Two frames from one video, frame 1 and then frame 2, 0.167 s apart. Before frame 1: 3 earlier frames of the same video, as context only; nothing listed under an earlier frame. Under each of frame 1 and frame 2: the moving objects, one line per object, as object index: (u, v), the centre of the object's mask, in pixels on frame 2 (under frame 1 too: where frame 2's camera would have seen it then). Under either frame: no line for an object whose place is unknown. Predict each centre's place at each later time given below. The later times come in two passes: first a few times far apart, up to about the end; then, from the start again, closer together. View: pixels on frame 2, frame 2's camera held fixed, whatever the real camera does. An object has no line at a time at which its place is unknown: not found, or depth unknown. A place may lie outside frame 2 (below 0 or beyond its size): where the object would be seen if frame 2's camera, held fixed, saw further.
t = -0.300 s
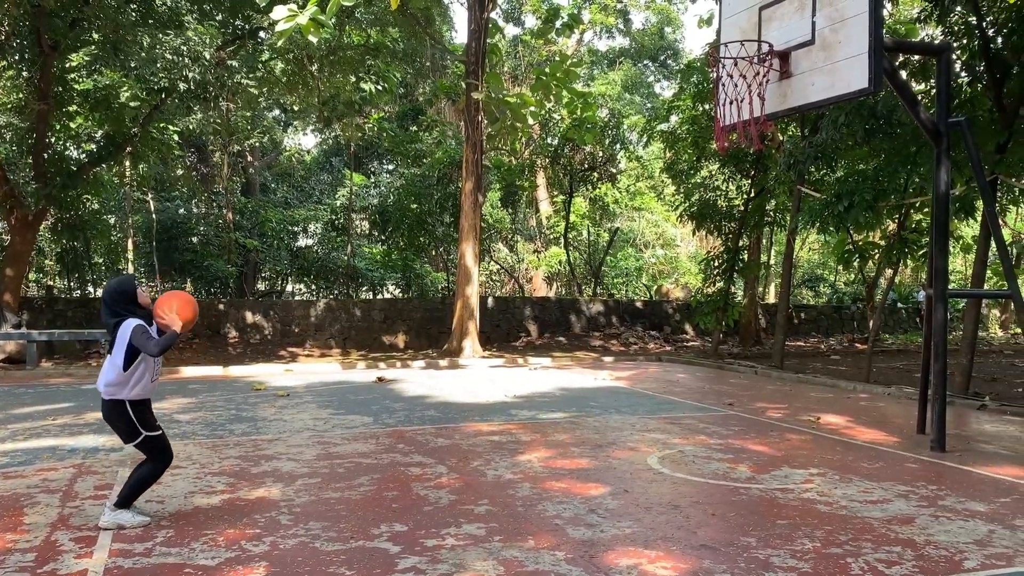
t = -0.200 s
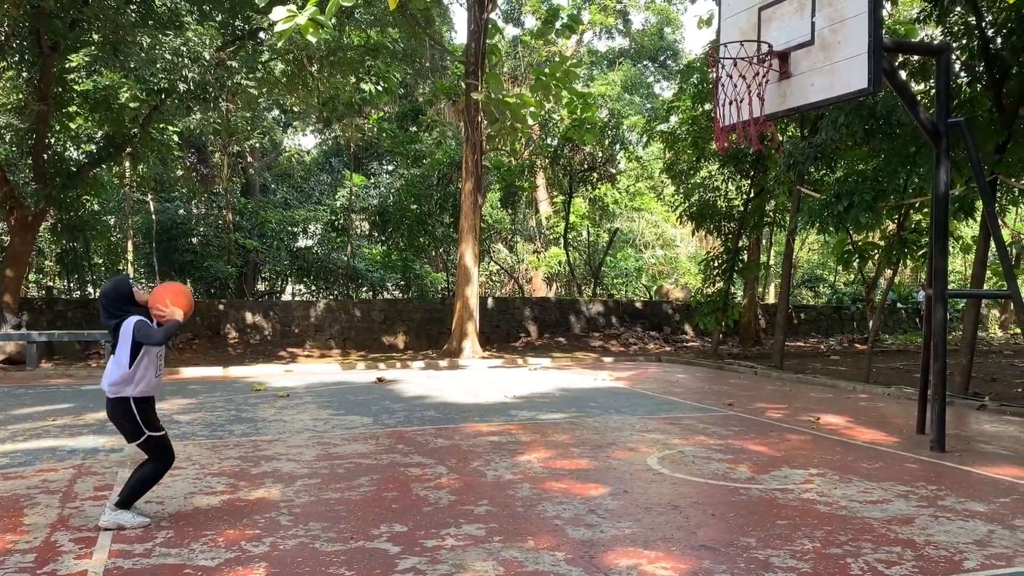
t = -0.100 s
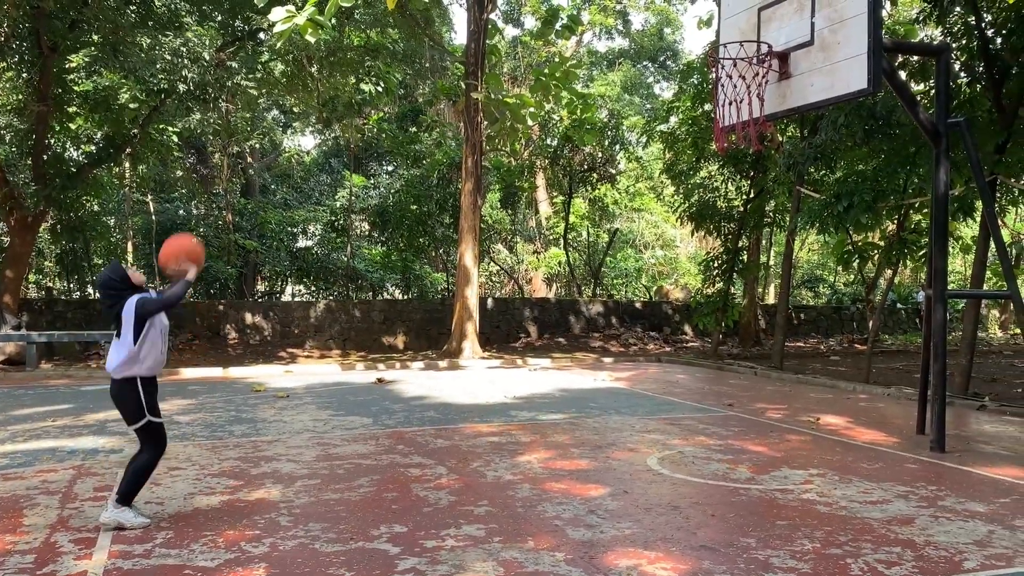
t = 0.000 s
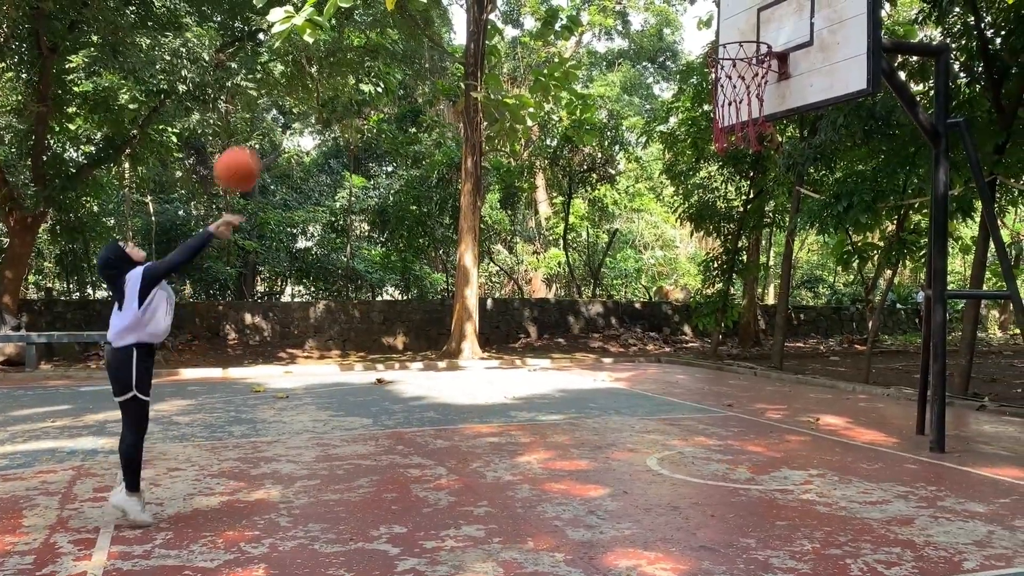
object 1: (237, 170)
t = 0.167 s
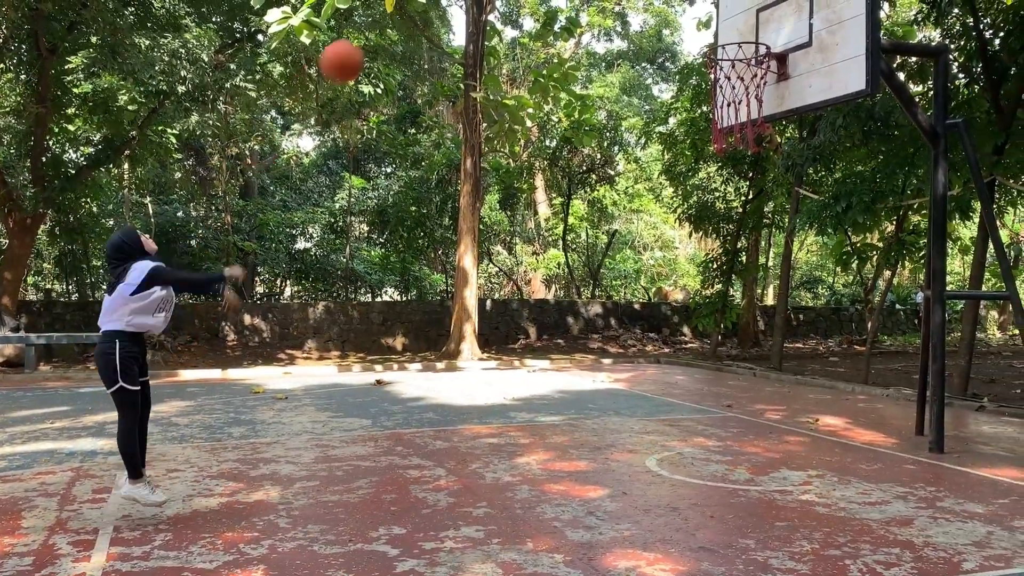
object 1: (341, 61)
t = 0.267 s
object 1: (401, 21)
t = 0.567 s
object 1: (560, 7)
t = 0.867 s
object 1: (699, 113)
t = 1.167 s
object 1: (821, 336)
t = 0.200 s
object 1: (362, 46)
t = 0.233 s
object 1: (381, 33)
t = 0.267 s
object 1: (401, 21)
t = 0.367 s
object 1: (457, 7)
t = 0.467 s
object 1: (510, 4)
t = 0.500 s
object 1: (526, 4)
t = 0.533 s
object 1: (543, 5)
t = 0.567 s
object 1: (560, 7)
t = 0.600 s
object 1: (577, 9)
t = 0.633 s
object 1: (592, 15)
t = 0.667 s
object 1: (609, 24)
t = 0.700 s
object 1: (624, 36)
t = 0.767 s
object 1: (654, 62)
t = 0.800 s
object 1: (670, 77)
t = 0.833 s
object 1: (685, 95)
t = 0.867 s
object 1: (699, 113)
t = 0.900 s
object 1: (713, 134)
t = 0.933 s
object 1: (727, 153)
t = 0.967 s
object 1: (742, 176)
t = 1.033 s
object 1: (767, 223)
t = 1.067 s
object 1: (782, 250)
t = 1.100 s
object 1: (795, 278)
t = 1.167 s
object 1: (821, 336)
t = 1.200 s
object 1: (834, 367)
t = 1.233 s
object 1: (846, 399)
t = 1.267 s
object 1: (860, 433)
